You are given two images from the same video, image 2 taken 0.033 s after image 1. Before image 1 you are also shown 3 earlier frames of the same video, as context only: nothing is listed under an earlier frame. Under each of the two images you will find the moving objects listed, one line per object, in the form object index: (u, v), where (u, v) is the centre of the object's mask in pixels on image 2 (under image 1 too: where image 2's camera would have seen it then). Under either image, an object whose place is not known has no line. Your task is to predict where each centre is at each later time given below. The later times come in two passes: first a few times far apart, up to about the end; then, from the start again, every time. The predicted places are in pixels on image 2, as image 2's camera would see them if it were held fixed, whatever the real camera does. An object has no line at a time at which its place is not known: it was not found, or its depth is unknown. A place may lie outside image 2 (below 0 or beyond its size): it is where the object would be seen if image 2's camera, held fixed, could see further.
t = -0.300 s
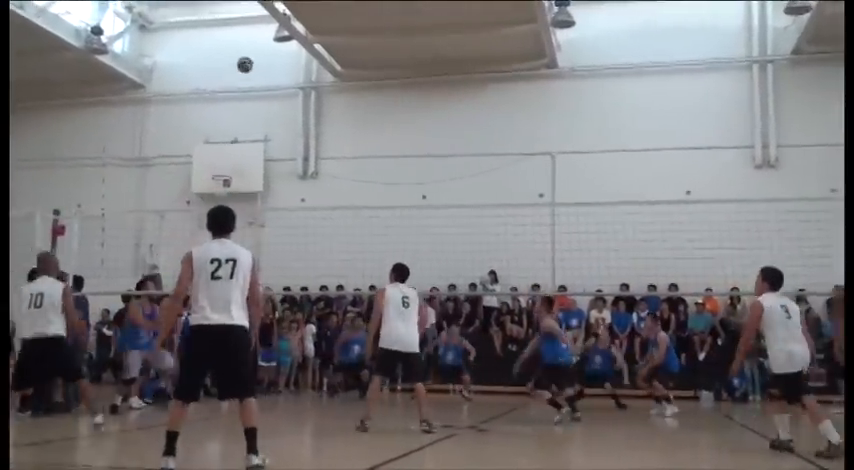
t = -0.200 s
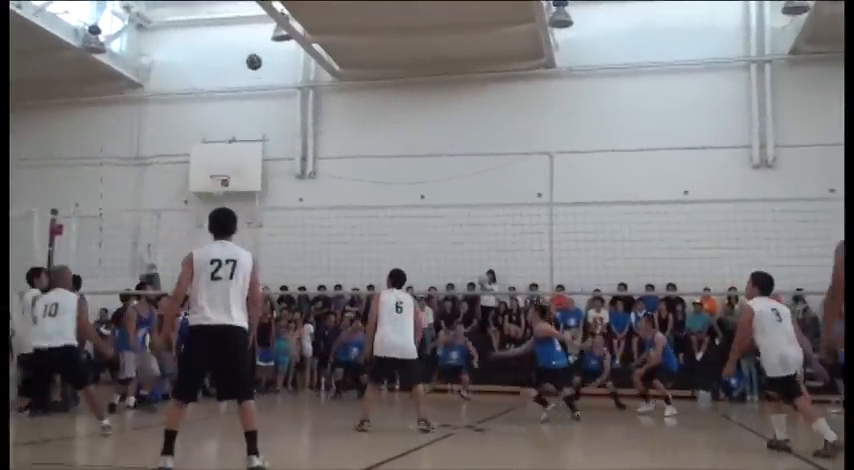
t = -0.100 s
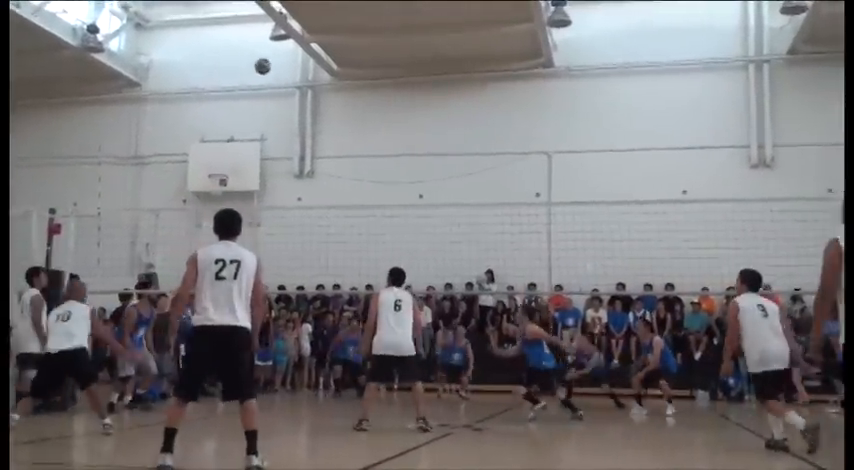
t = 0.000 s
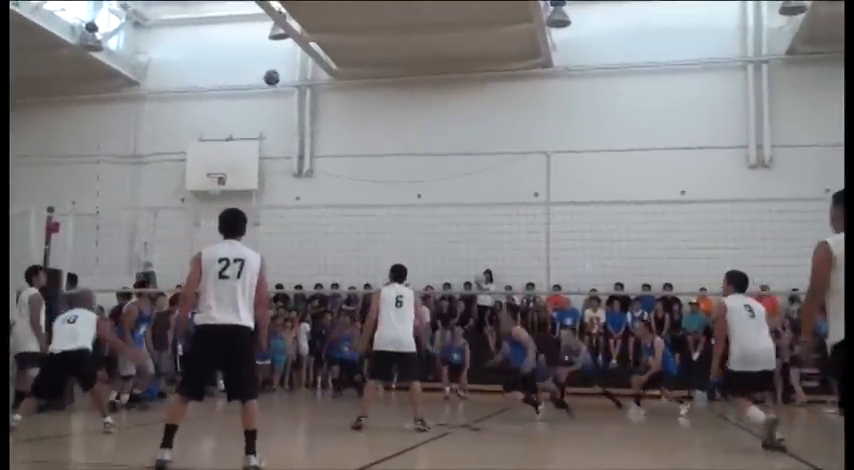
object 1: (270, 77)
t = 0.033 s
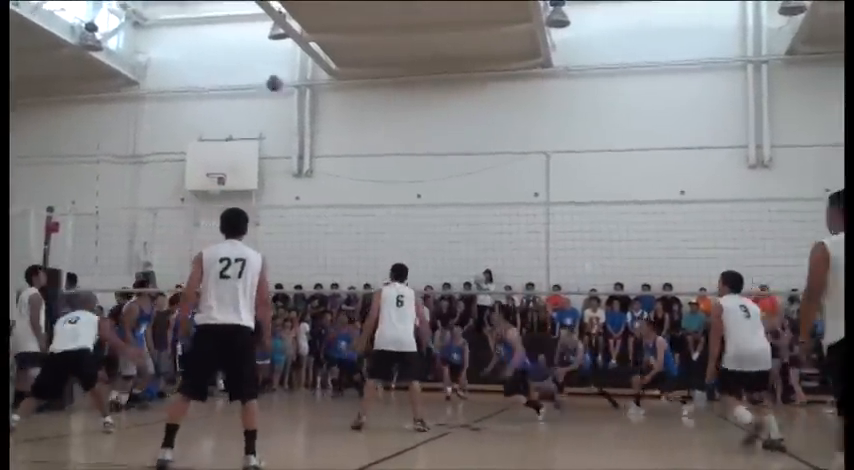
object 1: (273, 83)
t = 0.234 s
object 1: (291, 134)
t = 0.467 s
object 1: (309, 229)
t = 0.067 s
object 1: (276, 89)
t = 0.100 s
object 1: (280, 97)
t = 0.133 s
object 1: (282, 105)
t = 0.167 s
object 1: (285, 114)
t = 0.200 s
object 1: (288, 124)
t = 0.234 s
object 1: (291, 134)
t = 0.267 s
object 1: (293, 146)
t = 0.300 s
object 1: (297, 159)
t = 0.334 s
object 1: (300, 172)
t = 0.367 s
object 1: (302, 184)
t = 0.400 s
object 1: (302, 198)
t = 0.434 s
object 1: (306, 215)
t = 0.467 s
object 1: (309, 229)
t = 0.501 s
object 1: (310, 247)
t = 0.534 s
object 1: (313, 264)
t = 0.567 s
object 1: (314, 284)
